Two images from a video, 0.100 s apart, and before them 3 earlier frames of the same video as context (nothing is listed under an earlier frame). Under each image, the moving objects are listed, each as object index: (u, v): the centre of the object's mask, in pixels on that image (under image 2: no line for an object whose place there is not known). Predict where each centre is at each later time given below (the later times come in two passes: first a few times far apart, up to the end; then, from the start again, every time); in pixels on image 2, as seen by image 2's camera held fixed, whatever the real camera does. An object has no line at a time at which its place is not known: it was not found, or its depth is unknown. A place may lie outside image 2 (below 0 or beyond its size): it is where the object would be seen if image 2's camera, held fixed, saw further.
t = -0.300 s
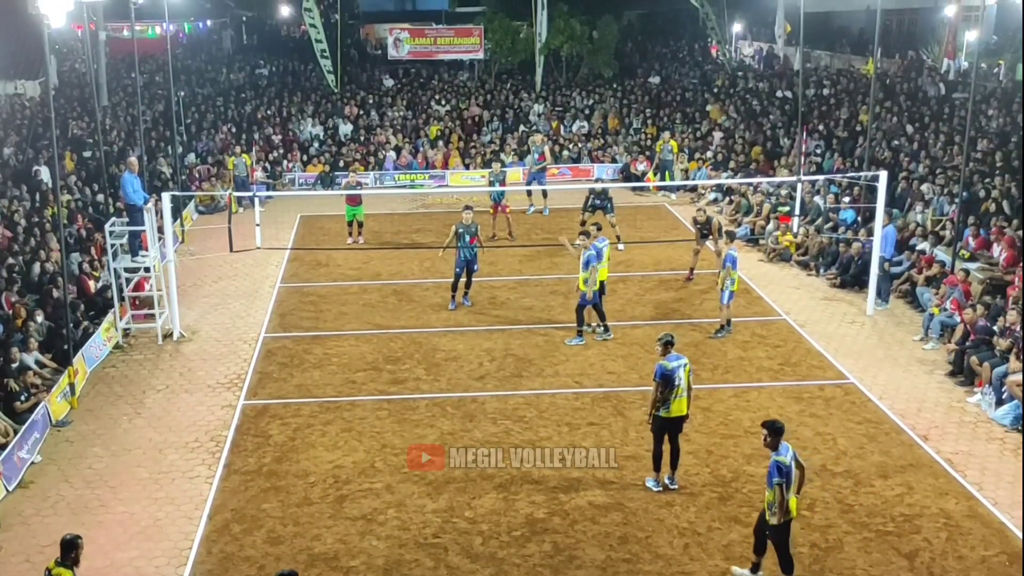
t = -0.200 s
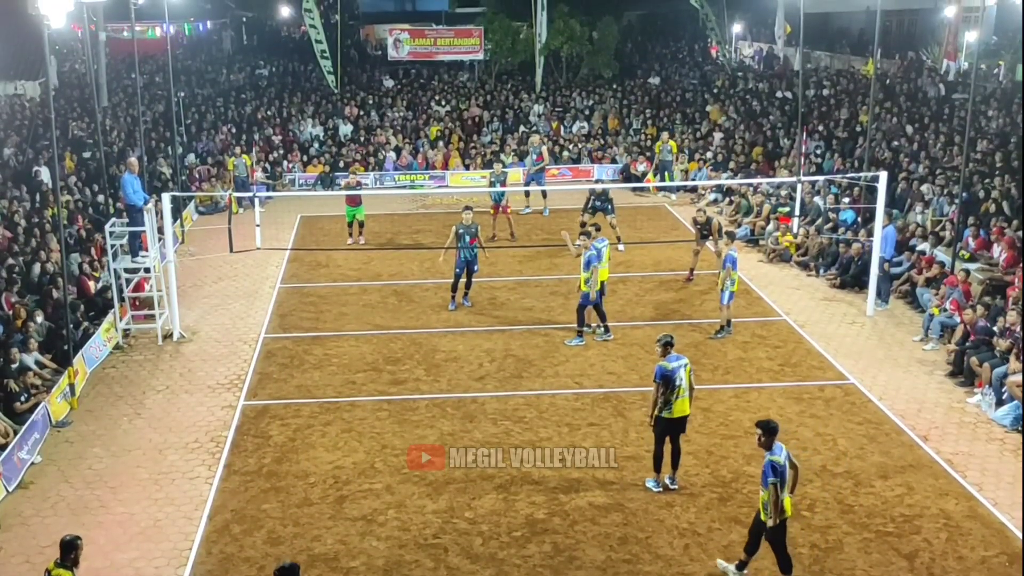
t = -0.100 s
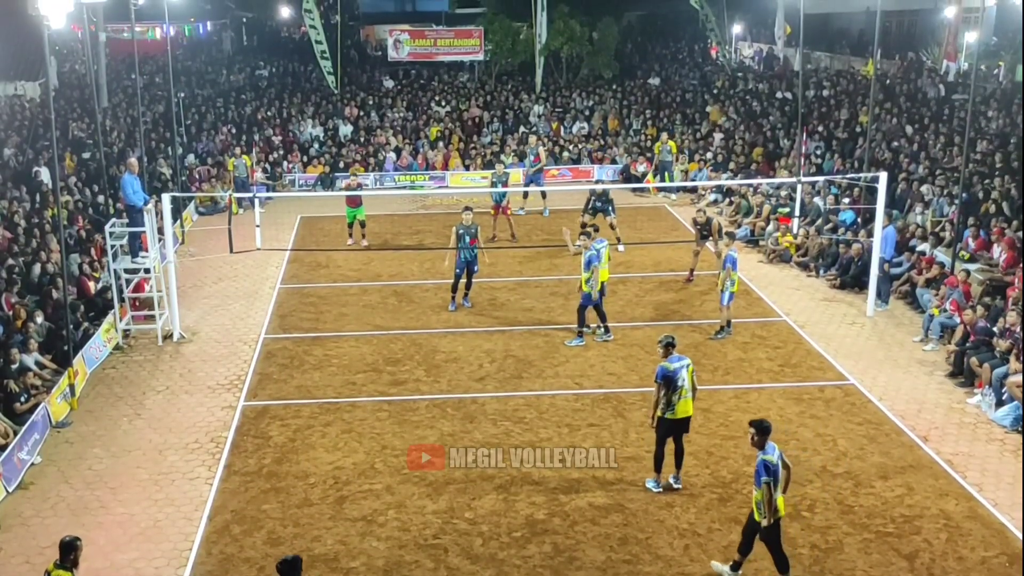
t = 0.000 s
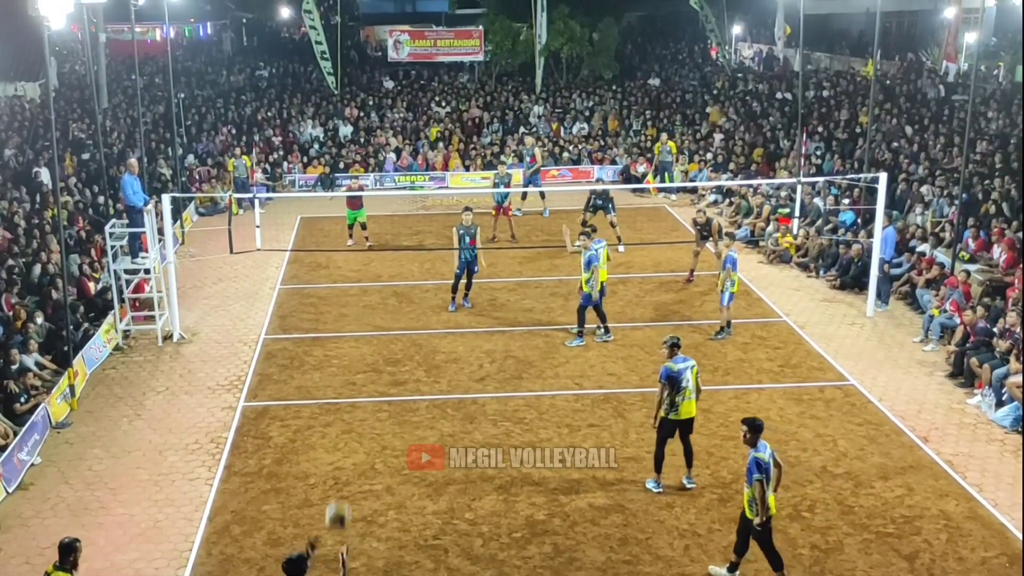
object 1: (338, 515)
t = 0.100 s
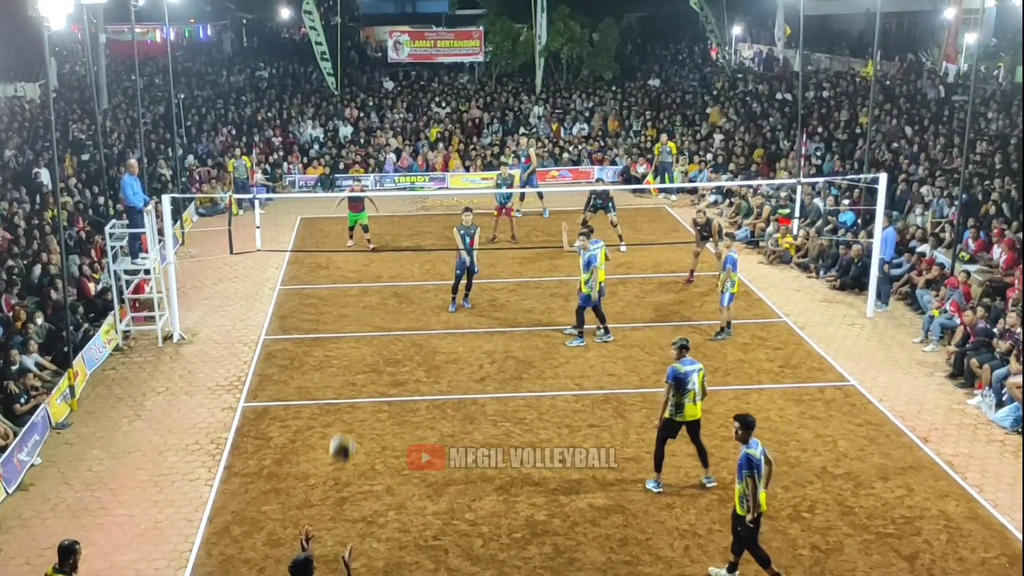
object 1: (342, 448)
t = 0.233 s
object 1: (349, 376)
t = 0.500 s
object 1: (366, 292)
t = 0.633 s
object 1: (375, 280)
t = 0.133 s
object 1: (343, 429)
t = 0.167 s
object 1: (344, 411)
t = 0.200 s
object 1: (347, 392)
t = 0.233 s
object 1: (349, 376)
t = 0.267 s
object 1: (351, 361)
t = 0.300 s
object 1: (353, 348)
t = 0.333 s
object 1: (354, 335)
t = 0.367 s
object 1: (357, 323)
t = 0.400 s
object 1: (359, 314)
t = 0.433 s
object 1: (361, 305)
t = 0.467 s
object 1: (363, 298)
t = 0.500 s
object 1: (366, 292)
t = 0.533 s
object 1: (368, 287)
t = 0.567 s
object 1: (370, 284)
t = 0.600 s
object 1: (372, 281)
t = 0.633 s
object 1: (375, 280)
